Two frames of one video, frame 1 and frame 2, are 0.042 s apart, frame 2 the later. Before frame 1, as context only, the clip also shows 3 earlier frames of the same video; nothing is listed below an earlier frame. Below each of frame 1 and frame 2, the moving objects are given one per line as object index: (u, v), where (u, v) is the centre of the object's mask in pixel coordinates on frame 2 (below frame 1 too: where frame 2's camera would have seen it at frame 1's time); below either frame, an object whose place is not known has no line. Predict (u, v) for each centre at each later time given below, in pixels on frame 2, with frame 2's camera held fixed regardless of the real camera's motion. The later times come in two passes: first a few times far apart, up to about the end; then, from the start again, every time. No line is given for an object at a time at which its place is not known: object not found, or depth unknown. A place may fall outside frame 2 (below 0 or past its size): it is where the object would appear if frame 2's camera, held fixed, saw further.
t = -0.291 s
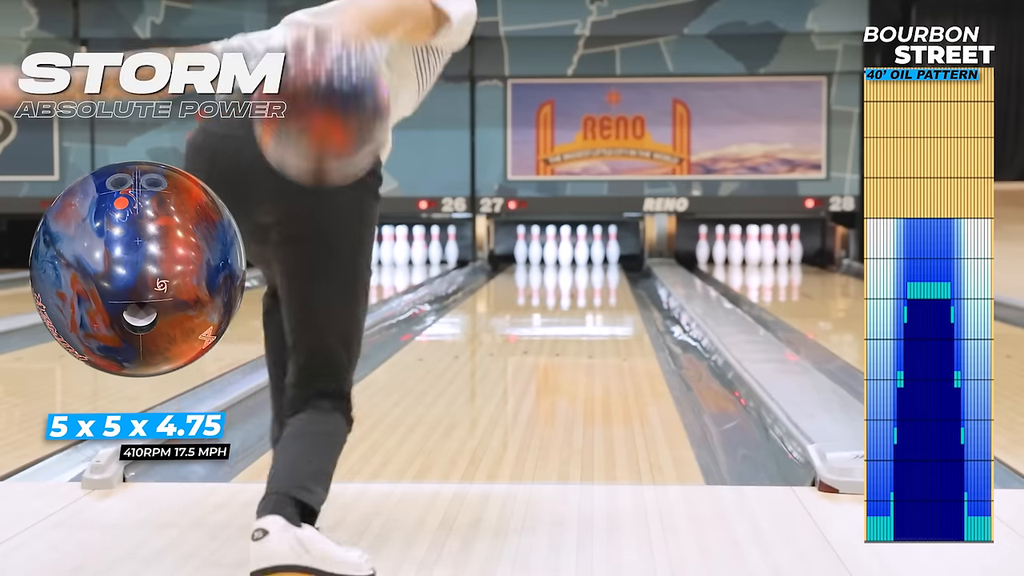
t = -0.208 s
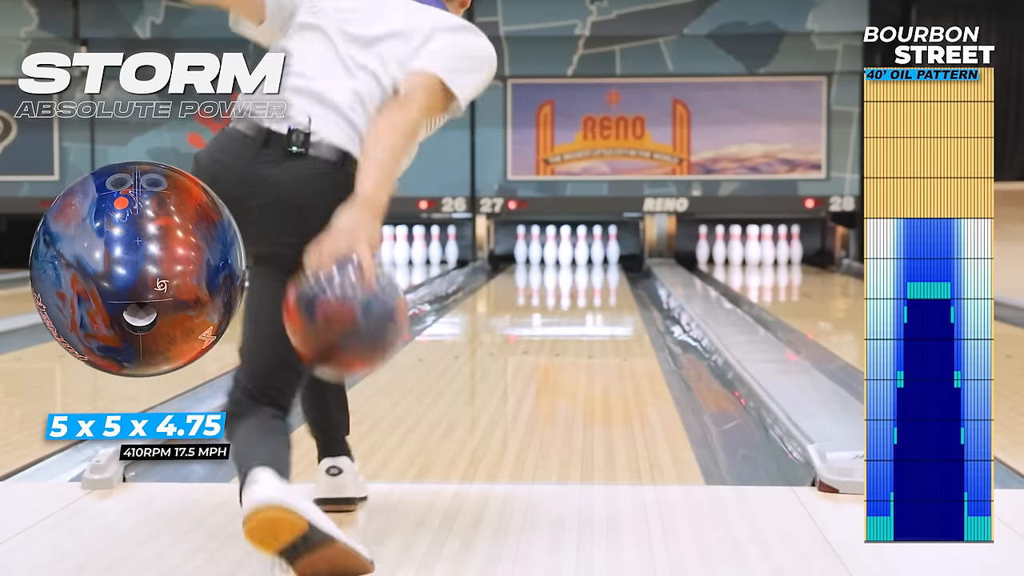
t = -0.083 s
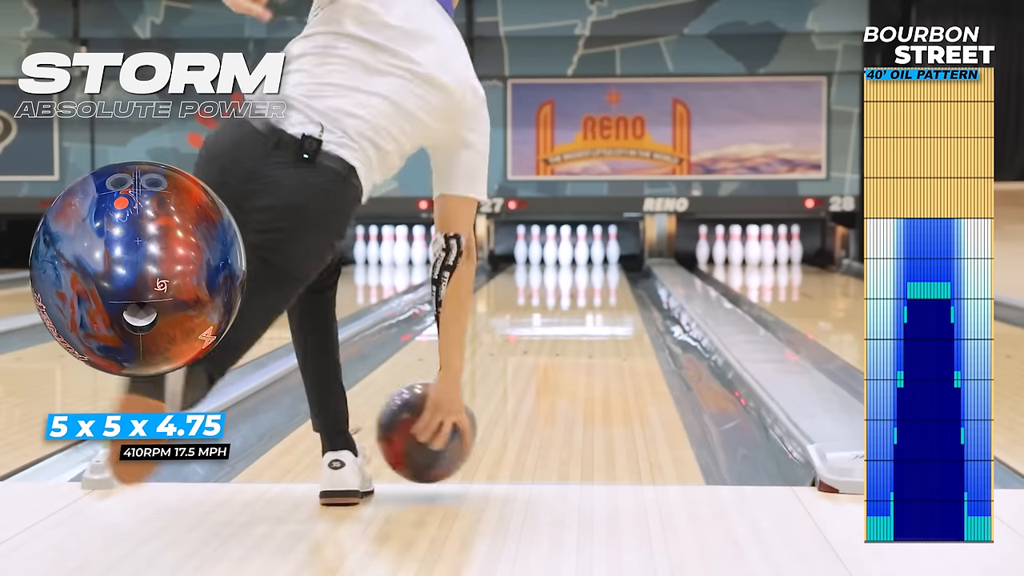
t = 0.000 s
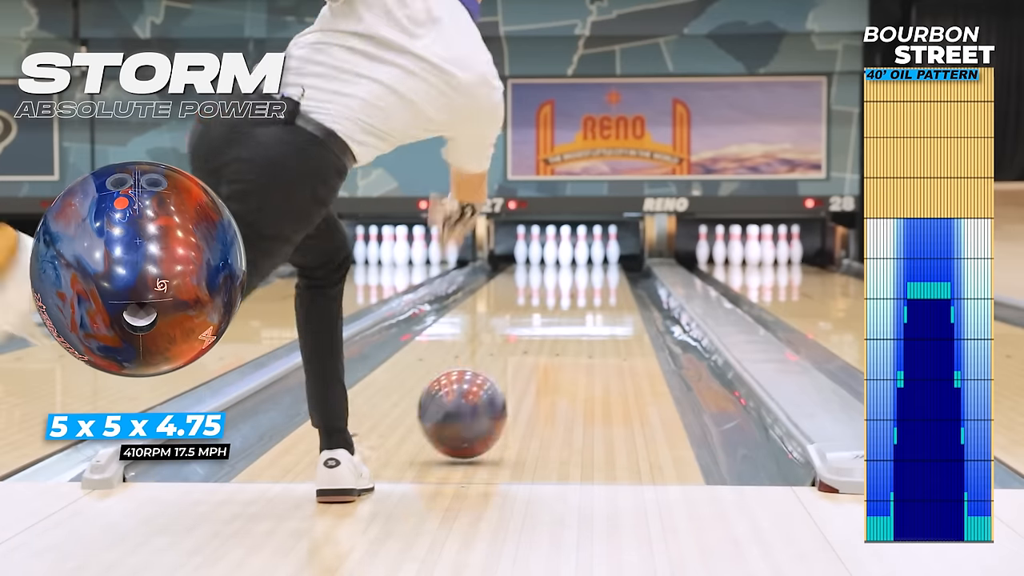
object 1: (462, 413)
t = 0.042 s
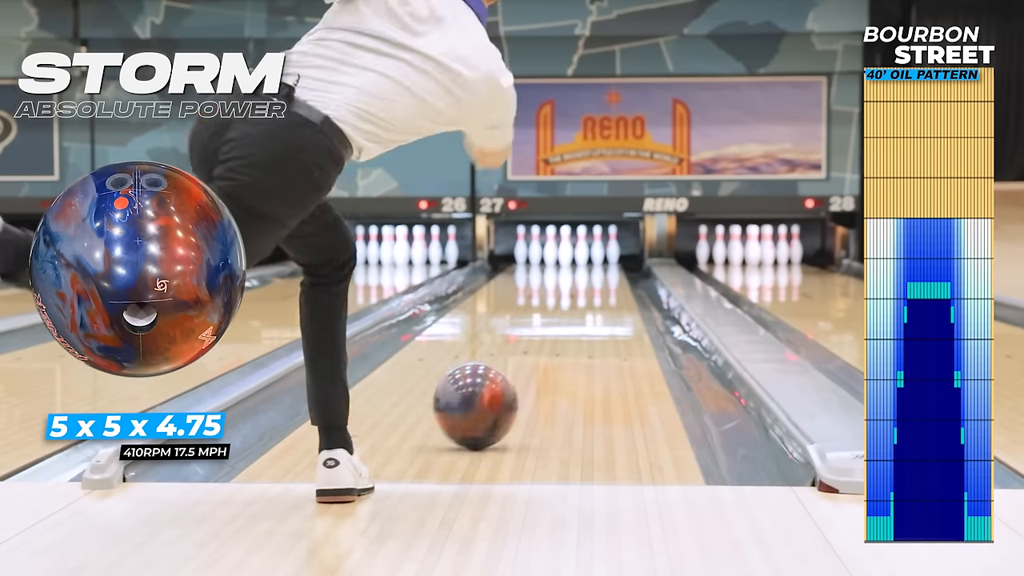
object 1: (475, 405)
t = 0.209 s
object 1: (517, 370)
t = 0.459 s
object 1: (557, 335)
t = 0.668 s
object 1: (578, 315)
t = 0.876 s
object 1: (592, 301)
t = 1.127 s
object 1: (605, 287)
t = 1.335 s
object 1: (613, 279)
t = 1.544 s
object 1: (616, 272)
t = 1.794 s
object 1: (613, 266)
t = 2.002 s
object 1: (601, 261)
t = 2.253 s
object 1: (583, 257)
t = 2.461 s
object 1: (575, 256)
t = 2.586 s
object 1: (576, 254)
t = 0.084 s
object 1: (488, 395)
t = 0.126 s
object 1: (498, 386)
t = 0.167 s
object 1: (508, 378)
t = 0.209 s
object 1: (517, 370)
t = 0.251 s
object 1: (525, 363)
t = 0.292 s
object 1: (533, 357)
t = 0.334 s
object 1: (539, 351)
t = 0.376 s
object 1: (546, 346)
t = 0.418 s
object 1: (551, 340)
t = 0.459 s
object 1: (557, 335)
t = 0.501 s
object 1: (561, 333)
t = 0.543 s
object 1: (574, 328)
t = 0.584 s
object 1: (570, 323)
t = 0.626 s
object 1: (574, 319)
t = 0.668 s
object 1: (578, 315)
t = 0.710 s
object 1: (581, 312)
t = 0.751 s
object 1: (585, 309)
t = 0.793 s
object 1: (588, 306)
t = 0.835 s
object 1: (590, 303)
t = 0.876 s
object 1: (592, 301)
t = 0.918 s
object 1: (596, 298)
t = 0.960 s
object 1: (598, 296)
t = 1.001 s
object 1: (600, 294)
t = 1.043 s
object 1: (602, 292)
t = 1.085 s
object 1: (604, 289)
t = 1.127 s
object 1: (605, 287)
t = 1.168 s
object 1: (607, 285)
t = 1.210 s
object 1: (609, 283)
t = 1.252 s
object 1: (610, 282)
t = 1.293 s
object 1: (612, 280)
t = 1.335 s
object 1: (613, 279)
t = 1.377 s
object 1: (614, 278)
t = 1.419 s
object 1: (615, 277)
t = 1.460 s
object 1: (616, 275)
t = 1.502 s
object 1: (616, 274)
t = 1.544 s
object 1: (616, 272)
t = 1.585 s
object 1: (616, 271)
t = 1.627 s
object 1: (616, 270)
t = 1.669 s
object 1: (616, 269)
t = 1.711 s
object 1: (615, 268)
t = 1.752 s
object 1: (614, 267)
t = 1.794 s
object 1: (613, 266)
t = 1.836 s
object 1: (612, 265)
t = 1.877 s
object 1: (610, 264)
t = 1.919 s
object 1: (607, 263)
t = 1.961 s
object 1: (605, 262)
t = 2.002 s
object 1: (601, 261)
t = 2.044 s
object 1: (599, 261)
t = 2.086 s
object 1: (596, 260)
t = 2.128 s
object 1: (594, 259)
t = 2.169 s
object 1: (589, 259)
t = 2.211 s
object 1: (586, 258)
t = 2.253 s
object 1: (583, 257)
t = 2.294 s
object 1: (581, 259)
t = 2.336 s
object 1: (579, 256)
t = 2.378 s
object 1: (574, 256)
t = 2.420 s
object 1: (576, 256)
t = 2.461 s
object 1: (575, 256)
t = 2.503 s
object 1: (574, 255)
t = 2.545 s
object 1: (575, 254)
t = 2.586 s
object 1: (576, 254)
